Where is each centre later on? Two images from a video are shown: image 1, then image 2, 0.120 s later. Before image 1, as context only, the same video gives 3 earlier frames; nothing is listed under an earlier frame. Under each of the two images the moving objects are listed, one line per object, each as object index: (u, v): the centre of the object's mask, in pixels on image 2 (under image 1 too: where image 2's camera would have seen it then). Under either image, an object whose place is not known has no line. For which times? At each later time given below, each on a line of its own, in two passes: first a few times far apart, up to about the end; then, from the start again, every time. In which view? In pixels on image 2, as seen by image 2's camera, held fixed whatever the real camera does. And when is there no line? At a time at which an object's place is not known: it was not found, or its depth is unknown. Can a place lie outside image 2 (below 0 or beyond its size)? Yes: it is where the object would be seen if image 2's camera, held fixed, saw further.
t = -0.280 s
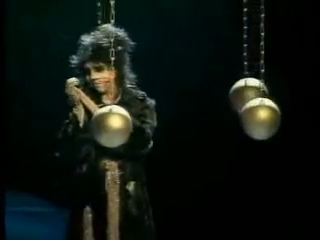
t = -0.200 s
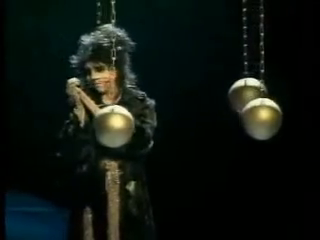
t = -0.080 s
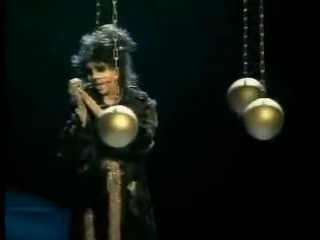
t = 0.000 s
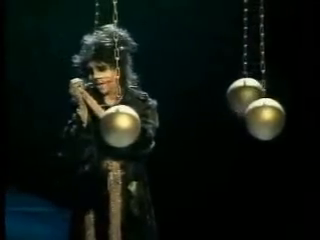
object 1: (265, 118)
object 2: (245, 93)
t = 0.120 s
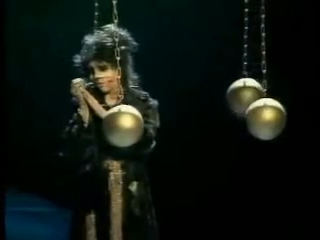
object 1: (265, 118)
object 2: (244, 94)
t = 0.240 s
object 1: (265, 119)
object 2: (243, 94)
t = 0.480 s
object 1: (264, 120)
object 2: (246, 94)
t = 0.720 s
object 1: (261, 119)
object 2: (258, 91)
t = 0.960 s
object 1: (258, 119)
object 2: (273, 93)
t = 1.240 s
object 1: (257, 119)
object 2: (278, 94)
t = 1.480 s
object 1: (259, 119)
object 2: (277, 93)
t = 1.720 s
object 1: (259, 119)
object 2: (275, 93)
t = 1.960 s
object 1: (259, 119)
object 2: (275, 93)
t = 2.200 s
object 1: (262, 119)
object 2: (273, 92)
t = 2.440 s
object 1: (265, 119)
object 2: (264, 92)
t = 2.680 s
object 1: (269, 119)
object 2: (252, 94)
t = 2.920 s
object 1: (271, 119)
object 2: (246, 96)
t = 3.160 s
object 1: (269, 119)
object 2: (247, 95)
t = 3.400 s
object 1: (268, 119)
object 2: (254, 93)
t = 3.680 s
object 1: (269, 120)
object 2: (261, 92)
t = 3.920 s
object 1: (267, 120)
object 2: (264, 92)
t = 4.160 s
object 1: (264, 121)
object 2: (270, 93)
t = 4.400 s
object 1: (261, 121)
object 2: (276, 95)
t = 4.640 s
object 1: (259, 121)
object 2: (280, 97)
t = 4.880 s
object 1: (258, 120)
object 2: (280, 96)
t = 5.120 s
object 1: (260, 120)
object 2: (271, 93)
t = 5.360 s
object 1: (260, 119)
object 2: (257, 91)
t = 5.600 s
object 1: (259, 119)
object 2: (251, 91)
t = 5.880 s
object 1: (260, 119)
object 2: (250, 91)
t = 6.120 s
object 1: (262, 119)
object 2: (249, 92)
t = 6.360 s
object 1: (263, 118)
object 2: (247, 93)
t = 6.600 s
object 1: (263, 119)
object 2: (246, 94)
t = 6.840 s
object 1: (261, 119)
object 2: (250, 92)
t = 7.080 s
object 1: (258, 119)
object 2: (263, 91)
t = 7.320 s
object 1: (259, 118)
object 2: (270, 92)
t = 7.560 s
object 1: (259, 118)
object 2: (270, 91)
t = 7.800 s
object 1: (258, 118)
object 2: (267, 91)
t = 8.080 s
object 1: (258, 119)
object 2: (265, 91)
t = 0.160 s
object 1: (265, 118)
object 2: (243, 94)
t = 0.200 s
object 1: (265, 119)
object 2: (243, 94)
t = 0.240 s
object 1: (265, 119)
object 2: (243, 94)
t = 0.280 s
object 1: (265, 119)
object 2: (243, 95)
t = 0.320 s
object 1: (264, 119)
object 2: (243, 95)
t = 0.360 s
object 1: (264, 119)
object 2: (243, 95)
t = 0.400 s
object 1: (264, 119)
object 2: (244, 94)
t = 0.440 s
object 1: (264, 119)
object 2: (244, 94)
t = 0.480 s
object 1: (264, 120)
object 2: (246, 94)
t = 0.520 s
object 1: (263, 120)
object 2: (247, 94)
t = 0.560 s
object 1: (263, 120)
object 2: (248, 93)
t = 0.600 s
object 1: (262, 120)
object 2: (250, 93)
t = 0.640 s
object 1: (262, 120)
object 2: (252, 92)
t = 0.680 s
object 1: (262, 119)
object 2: (255, 92)
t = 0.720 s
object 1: (261, 119)
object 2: (258, 91)
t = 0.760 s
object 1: (260, 119)
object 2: (260, 91)
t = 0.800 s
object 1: (260, 119)
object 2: (263, 91)
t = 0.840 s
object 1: (259, 119)
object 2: (266, 91)
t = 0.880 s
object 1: (259, 120)
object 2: (268, 92)
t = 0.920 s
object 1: (258, 120)
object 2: (271, 92)
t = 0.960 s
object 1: (258, 119)
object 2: (273, 93)
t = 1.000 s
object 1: (257, 119)
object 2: (275, 93)
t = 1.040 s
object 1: (257, 119)
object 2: (276, 94)
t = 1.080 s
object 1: (257, 119)
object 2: (277, 94)
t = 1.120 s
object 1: (257, 119)
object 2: (278, 94)
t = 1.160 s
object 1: (257, 119)
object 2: (278, 94)
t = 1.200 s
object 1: (257, 119)
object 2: (278, 94)
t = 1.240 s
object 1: (257, 119)
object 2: (278, 94)
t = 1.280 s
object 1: (258, 119)
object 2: (278, 94)
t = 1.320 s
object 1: (258, 119)
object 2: (278, 94)
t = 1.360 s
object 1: (259, 119)
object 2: (278, 94)
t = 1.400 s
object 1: (259, 119)
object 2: (278, 94)
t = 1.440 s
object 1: (259, 119)
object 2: (277, 94)
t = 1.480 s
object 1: (259, 119)
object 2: (277, 93)
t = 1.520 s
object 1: (259, 119)
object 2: (276, 93)
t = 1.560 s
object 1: (259, 119)
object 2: (276, 93)
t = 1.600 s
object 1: (259, 119)
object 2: (276, 93)
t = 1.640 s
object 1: (259, 119)
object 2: (276, 93)
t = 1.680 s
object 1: (259, 119)
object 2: (276, 93)
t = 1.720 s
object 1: (259, 119)
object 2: (275, 93)
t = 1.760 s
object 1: (259, 119)
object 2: (276, 93)
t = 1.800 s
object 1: (259, 119)
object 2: (276, 93)
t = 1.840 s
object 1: (259, 119)
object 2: (275, 93)
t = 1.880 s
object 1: (259, 119)
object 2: (276, 93)
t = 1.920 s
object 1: (258, 119)
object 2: (275, 93)
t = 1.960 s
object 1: (259, 119)
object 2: (275, 93)
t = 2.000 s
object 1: (259, 119)
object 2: (275, 93)
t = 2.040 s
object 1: (260, 119)
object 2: (275, 93)
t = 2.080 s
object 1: (260, 119)
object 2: (275, 93)
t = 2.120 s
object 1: (261, 119)
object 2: (274, 92)
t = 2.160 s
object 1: (261, 119)
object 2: (273, 92)
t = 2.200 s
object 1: (262, 119)
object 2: (273, 92)
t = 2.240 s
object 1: (262, 119)
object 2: (272, 92)
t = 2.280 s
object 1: (263, 119)
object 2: (271, 92)
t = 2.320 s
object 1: (263, 119)
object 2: (269, 91)
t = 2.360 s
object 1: (264, 119)
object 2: (268, 91)
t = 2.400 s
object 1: (265, 119)
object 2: (266, 91)
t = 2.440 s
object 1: (265, 119)
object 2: (264, 92)
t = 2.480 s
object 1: (266, 119)
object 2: (262, 92)
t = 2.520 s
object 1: (266, 119)
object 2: (259, 92)
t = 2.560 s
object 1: (266, 119)
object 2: (257, 92)
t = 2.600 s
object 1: (267, 119)
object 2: (256, 92)
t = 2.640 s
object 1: (268, 119)
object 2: (253, 93)
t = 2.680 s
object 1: (269, 119)
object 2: (252, 94)
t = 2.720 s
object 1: (269, 119)
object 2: (250, 94)
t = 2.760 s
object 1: (270, 119)
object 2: (249, 95)
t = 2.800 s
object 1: (270, 119)
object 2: (248, 95)
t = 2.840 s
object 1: (270, 119)
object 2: (247, 96)
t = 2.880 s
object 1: (271, 119)
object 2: (246, 96)
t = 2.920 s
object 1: (271, 119)
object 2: (246, 96)
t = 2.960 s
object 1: (271, 119)
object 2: (246, 96)
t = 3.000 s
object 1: (271, 119)
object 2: (245, 96)
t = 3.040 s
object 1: (271, 119)
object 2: (245, 95)
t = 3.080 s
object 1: (270, 119)
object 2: (246, 95)
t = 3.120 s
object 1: (270, 119)
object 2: (246, 95)
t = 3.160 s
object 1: (269, 119)
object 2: (247, 95)
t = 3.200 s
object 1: (269, 119)
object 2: (248, 95)
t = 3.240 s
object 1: (269, 119)
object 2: (248, 95)
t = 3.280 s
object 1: (269, 119)
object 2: (249, 94)
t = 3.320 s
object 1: (269, 119)
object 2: (250, 94)
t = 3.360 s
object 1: (268, 119)
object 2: (253, 93)
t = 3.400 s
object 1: (268, 119)
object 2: (254, 93)
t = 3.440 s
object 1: (268, 119)
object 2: (255, 92)
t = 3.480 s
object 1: (268, 119)
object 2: (256, 92)
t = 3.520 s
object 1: (268, 120)
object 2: (258, 92)
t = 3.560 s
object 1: (269, 120)
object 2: (259, 92)
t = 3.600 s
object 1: (269, 120)
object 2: (259, 92)
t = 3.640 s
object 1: (268, 120)
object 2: (260, 92)
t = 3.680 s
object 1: (269, 120)
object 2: (261, 92)
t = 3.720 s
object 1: (269, 120)
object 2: (262, 92)
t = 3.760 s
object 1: (268, 120)
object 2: (262, 92)
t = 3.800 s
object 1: (268, 120)
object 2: (262, 92)
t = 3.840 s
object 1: (268, 120)
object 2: (263, 92)
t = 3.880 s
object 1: (267, 120)
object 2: (264, 92)
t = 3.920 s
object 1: (267, 120)
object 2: (264, 92)
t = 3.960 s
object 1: (267, 120)
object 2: (265, 92)
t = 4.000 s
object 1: (266, 120)
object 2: (265, 92)
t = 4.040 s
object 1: (266, 120)
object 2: (267, 93)
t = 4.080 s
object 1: (265, 121)
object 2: (268, 93)
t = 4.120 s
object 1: (265, 121)
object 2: (269, 93)
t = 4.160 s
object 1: (264, 121)
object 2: (270, 93)
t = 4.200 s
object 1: (263, 121)
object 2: (270, 93)
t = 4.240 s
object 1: (263, 121)
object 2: (272, 93)
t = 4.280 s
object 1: (263, 121)
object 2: (273, 93)
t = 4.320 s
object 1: (263, 121)
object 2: (274, 94)
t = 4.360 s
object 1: (262, 121)
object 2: (275, 94)
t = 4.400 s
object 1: (261, 121)
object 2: (276, 95)
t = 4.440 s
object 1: (261, 121)
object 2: (277, 94)
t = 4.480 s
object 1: (261, 121)
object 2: (278, 95)
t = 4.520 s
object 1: (260, 121)
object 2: (279, 96)
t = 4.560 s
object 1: (260, 121)
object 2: (279, 96)
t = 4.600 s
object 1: (259, 121)
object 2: (280, 96)
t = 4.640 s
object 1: (259, 121)
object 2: (280, 97)
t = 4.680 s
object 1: (259, 121)
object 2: (281, 97)
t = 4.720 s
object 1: (258, 121)
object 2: (281, 97)
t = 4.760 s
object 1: (258, 121)
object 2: (281, 97)
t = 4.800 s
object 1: (258, 121)
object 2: (280, 97)
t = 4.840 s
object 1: (258, 120)
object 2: (280, 96)
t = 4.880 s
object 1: (258, 120)
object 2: (280, 96)
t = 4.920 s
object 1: (258, 120)
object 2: (279, 96)
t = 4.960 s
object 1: (259, 120)
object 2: (278, 95)
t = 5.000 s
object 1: (259, 120)
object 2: (277, 95)
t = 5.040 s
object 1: (259, 120)
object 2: (275, 94)
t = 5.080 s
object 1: (260, 120)
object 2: (273, 93)
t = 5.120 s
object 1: (260, 120)
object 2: (271, 93)
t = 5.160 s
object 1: (261, 120)
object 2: (268, 92)
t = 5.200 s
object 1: (261, 120)
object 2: (266, 92)
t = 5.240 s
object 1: (261, 120)
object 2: (264, 92)
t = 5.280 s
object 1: (261, 119)
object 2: (261, 91)
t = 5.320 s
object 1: (261, 119)
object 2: (259, 91)
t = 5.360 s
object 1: (260, 119)
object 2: (257, 91)
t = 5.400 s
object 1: (260, 119)
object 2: (255, 91)
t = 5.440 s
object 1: (259, 119)
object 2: (253, 91)
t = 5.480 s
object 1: (259, 119)
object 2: (252, 91)
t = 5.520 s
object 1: (259, 119)
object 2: (251, 91)
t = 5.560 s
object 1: (259, 119)
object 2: (251, 91)
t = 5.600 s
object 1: (259, 119)
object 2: (251, 91)
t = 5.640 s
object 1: (259, 119)
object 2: (251, 91)
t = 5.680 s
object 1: (259, 119)
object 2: (250, 91)
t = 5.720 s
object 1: (259, 119)
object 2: (250, 91)
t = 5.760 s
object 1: (259, 119)
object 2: (250, 91)
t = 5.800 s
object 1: (260, 119)
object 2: (250, 92)
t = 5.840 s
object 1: (260, 119)
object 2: (250, 91)
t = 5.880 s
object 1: (260, 119)
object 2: (250, 91)
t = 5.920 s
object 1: (261, 119)
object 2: (250, 91)
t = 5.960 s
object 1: (262, 119)
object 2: (250, 91)
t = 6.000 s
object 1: (262, 119)
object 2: (250, 92)
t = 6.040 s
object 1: (262, 119)
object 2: (249, 92)
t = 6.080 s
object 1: (262, 119)
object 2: (249, 92)
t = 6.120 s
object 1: (262, 119)
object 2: (249, 92)
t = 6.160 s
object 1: (262, 118)
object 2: (249, 92)
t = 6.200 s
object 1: (263, 118)
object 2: (248, 92)
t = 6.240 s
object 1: (262, 118)
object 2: (248, 92)
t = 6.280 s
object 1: (263, 119)
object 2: (247, 93)
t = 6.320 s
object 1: (263, 119)
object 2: (247, 93)
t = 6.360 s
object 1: (263, 118)
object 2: (247, 93)
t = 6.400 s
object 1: (263, 119)
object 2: (246, 94)
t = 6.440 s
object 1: (263, 119)
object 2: (246, 94)
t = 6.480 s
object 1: (263, 119)
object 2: (246, 94)
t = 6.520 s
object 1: (263, 119)
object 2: (246, 94)
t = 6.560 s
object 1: (263, 119)
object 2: (246, 94)
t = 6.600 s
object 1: (263, 119)
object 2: (246, 94)
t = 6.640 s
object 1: (263, 119)
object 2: (246, 94)
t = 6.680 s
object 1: (263, 119)
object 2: (246, 94)
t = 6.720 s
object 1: (263, 119)
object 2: (247, 94)
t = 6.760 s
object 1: (262, 119)
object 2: (247, 94)
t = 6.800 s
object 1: (262, 119)
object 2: (249, 93)
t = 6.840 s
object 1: (261, 119)
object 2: (250, 92)
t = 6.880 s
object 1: (260, 119)
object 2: (252, 92)
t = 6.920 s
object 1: (260, 119)
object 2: (254, 91)
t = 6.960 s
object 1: (259, 119)
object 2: (256, 91)
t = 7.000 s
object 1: (258, 119)
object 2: (259, 91)
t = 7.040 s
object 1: (258, 119)
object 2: (261, 91)
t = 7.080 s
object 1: (258, 119)
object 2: (263, 91)
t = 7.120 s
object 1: (258, 119)
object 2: (265, 91)
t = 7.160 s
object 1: (258, 119)
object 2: (266, 91)
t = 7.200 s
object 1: (258, 119)
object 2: (268, 91)
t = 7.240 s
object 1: (258, 119)
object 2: (269, 92)
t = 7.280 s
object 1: (258, 119)
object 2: (270, 92)
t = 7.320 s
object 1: (259, 118)
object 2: (270, 92)
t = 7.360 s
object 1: (259, 118)
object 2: (271, 92)
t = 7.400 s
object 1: (259, 118)
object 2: (271, 92)
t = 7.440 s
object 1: (259, 118)
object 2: (271, 92)
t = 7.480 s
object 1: (259, 118)
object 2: (271, 91)
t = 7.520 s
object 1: (259, 118)
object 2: (270, 91)
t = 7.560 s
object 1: (259, 118)
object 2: (270, 91)
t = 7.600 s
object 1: (259, 118)
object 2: (270, 91)
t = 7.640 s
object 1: (259, 118)
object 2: (269, 91)
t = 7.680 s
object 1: (259, 118)
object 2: (268, 91)
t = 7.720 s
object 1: (258, 118)
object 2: (268, 91)
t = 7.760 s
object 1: (258, 118)
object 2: (267, 91)
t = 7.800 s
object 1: (258, 118)
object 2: (267, 91)
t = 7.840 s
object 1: (258, 118)
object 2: (266, 91)
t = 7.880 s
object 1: (258, 119)
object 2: (266, 91)
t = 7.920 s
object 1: (258, 119)
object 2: (265, 91)
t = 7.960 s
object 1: (258, 119)
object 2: (265, 91)
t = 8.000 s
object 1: (258, 119)
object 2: (265, 91)
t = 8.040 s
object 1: (258, 119)
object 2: (265, 91)
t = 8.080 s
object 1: (258, 119)
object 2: (265, 91)
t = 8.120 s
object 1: (258, 119)
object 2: (265, 91)
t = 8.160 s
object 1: (259, 119)
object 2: (266, 91)
